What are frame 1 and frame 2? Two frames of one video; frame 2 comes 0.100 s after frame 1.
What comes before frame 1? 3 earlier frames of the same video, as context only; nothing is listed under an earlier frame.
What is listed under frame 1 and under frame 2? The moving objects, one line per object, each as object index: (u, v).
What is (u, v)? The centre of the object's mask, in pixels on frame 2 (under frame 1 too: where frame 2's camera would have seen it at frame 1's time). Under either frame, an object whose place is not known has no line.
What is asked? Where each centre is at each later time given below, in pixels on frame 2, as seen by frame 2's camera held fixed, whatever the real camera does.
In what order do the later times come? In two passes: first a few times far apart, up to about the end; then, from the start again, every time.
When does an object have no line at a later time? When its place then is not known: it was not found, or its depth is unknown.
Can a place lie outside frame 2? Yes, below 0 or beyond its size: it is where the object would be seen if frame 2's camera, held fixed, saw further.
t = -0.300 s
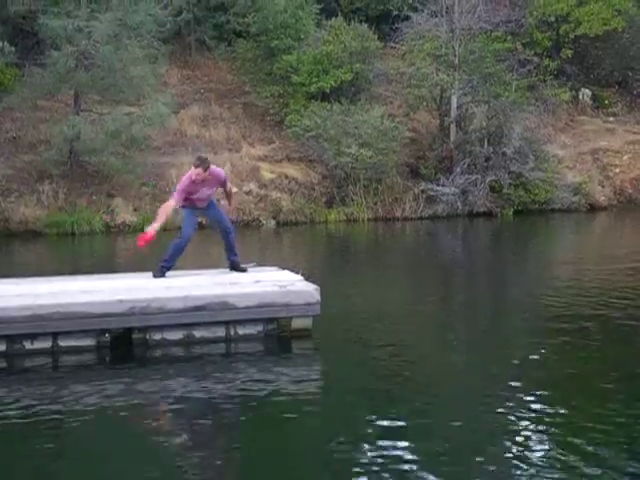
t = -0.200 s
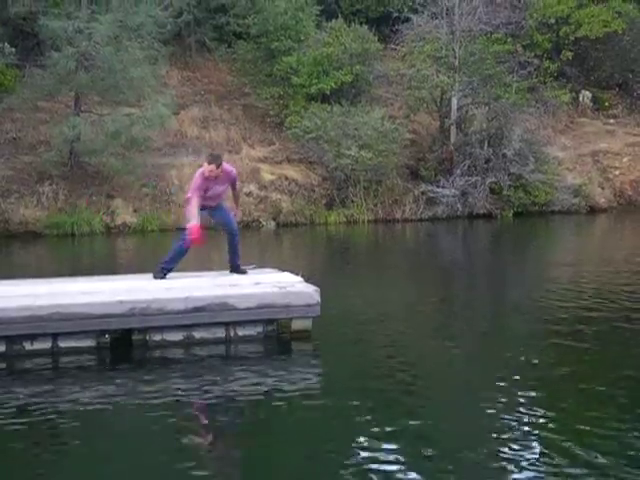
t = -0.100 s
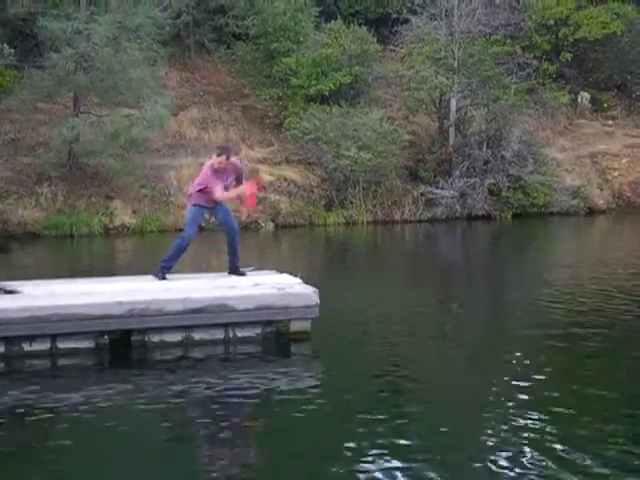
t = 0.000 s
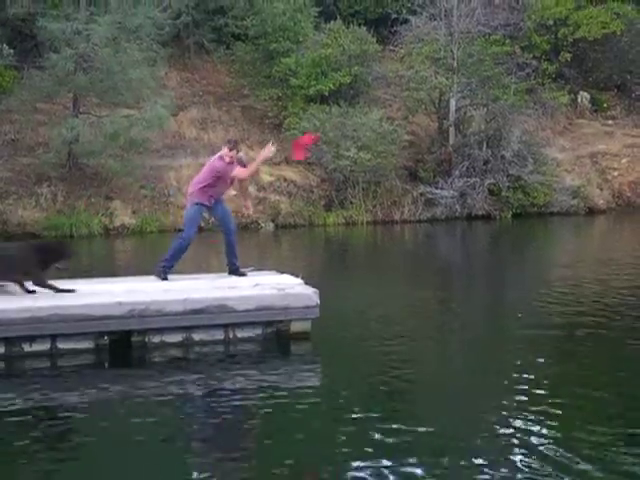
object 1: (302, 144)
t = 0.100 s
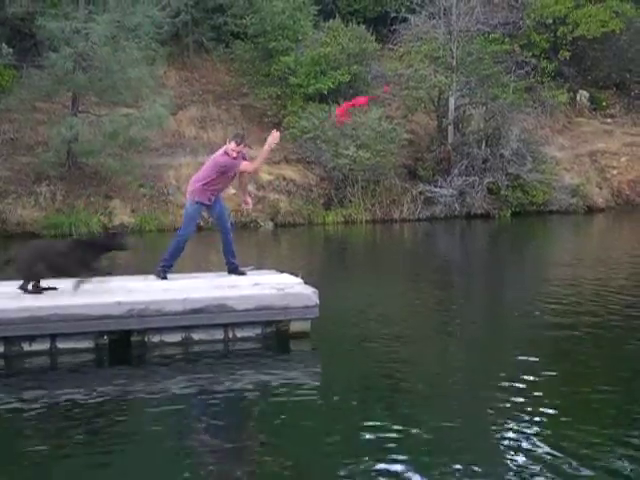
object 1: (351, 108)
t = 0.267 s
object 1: (435, 69)
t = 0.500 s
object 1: (553, 68)
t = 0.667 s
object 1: (635, 96)
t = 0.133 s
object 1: (364, 97)
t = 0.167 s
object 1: (383, 87)
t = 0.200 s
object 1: (395, 80)
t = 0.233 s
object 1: (417, 73)
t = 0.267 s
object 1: (435, 69)
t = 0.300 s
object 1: (451, 66)
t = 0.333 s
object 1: (465, 64)
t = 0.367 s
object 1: (482, 62)
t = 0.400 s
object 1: (498, 62)
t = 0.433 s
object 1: (515, 63)
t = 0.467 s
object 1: (534, 64)
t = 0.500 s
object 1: (553, 68)
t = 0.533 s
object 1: (570, 71)
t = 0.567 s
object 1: (587, 75)
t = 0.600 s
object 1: (606, 79)
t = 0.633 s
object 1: (623, 86)
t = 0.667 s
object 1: (635, 96)
